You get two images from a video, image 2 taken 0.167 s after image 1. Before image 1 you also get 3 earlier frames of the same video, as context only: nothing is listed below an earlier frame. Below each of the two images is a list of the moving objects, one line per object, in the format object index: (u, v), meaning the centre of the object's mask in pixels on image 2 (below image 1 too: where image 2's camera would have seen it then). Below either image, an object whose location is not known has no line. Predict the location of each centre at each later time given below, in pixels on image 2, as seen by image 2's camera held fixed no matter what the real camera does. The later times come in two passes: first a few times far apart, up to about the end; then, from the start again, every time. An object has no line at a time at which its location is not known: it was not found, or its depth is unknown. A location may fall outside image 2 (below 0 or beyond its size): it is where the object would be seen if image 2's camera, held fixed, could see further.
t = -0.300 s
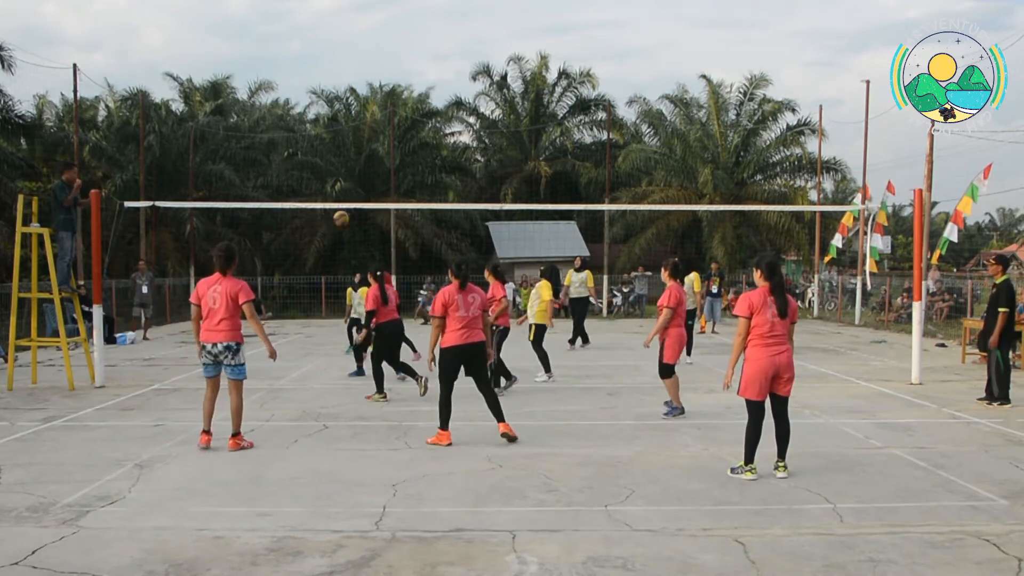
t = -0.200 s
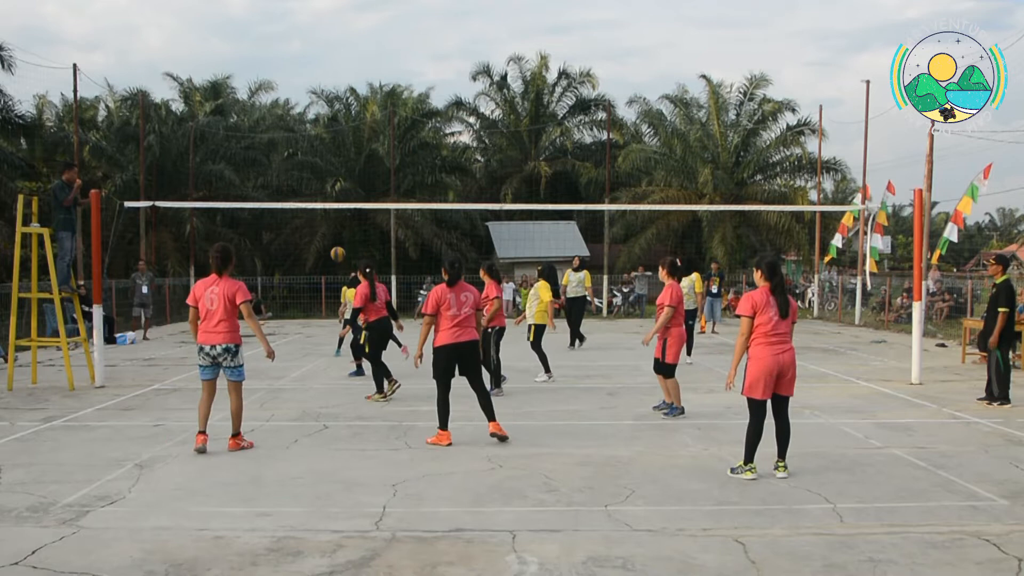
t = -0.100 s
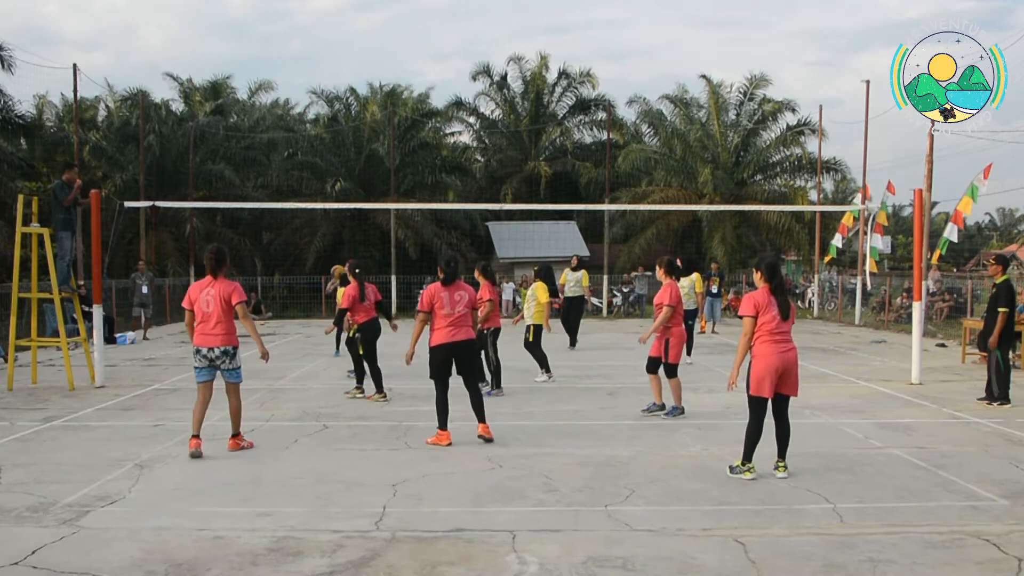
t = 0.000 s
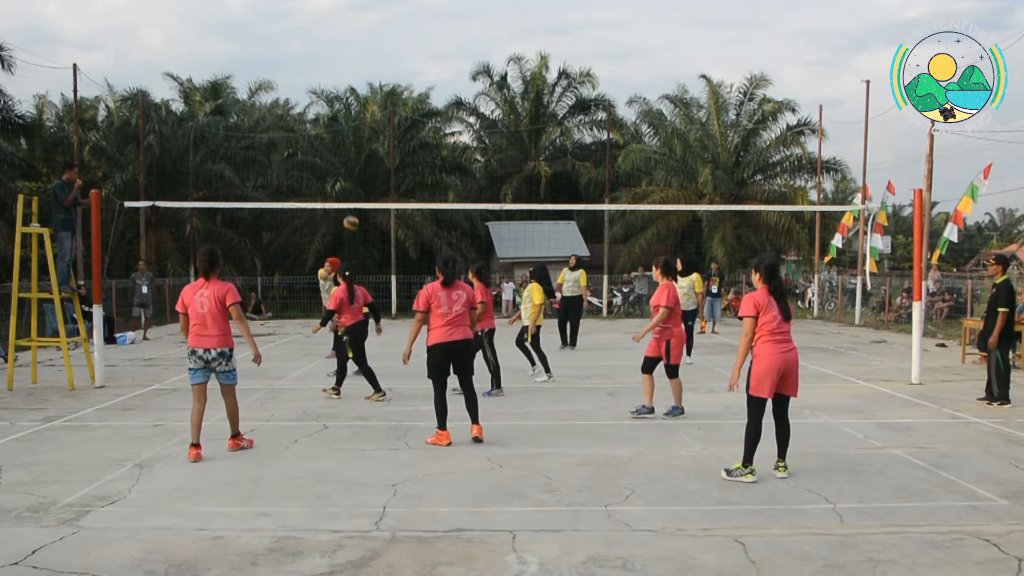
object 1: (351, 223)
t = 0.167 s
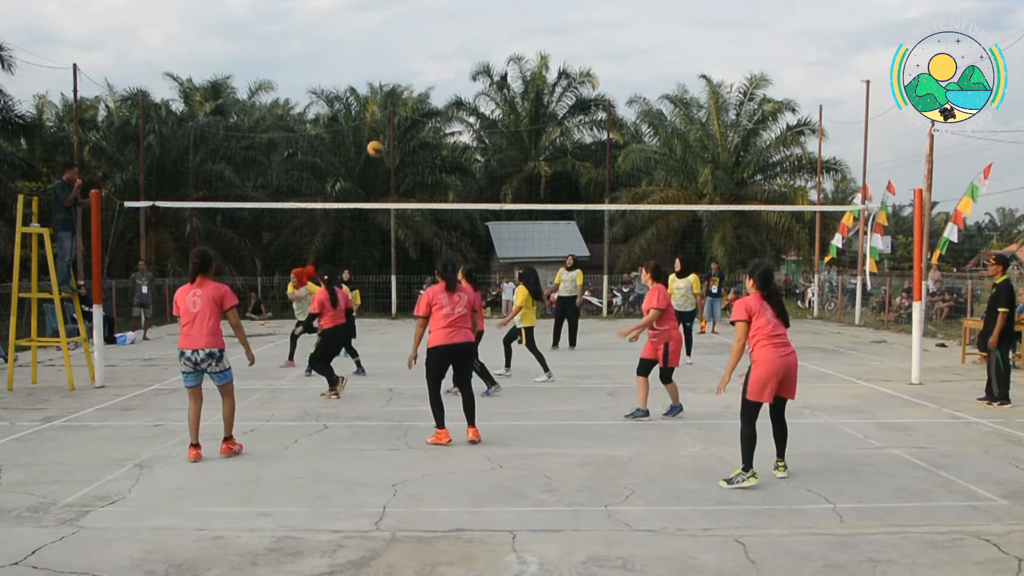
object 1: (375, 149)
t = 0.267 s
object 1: (391, 111)
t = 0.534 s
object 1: (441, 36)
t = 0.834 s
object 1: (514, 17)
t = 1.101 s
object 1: (599, 82)
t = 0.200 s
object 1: (380, 135)
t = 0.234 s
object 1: (385, 122)
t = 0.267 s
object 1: (391, 111)
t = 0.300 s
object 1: (396, 99)
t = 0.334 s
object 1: (403, 88)
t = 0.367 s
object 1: (409, 78)
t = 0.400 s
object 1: (415, 68)
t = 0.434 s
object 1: (421, 59)
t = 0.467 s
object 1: (427, 51)
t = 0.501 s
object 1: (434, 43)
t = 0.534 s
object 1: (441, 36)
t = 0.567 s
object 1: (449, 30)
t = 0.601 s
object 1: (456, 25)
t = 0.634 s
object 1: (464, 21)
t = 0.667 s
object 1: (472, 18)
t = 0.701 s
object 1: (479, 16)
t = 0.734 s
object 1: (487, 14)
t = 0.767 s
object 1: (496, 14)
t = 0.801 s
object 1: (505, 15)
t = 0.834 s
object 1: (514, 17)
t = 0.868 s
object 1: (523, 20)
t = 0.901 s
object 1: (533, 24)
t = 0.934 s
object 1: (543, 30)
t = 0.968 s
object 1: (554, 38)
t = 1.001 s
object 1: (564, 47)
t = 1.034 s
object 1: (575, 57)
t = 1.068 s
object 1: (587, 69)
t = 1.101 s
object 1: (599, 82)
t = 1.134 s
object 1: (610, 99)
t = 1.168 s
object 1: (623, 116)
